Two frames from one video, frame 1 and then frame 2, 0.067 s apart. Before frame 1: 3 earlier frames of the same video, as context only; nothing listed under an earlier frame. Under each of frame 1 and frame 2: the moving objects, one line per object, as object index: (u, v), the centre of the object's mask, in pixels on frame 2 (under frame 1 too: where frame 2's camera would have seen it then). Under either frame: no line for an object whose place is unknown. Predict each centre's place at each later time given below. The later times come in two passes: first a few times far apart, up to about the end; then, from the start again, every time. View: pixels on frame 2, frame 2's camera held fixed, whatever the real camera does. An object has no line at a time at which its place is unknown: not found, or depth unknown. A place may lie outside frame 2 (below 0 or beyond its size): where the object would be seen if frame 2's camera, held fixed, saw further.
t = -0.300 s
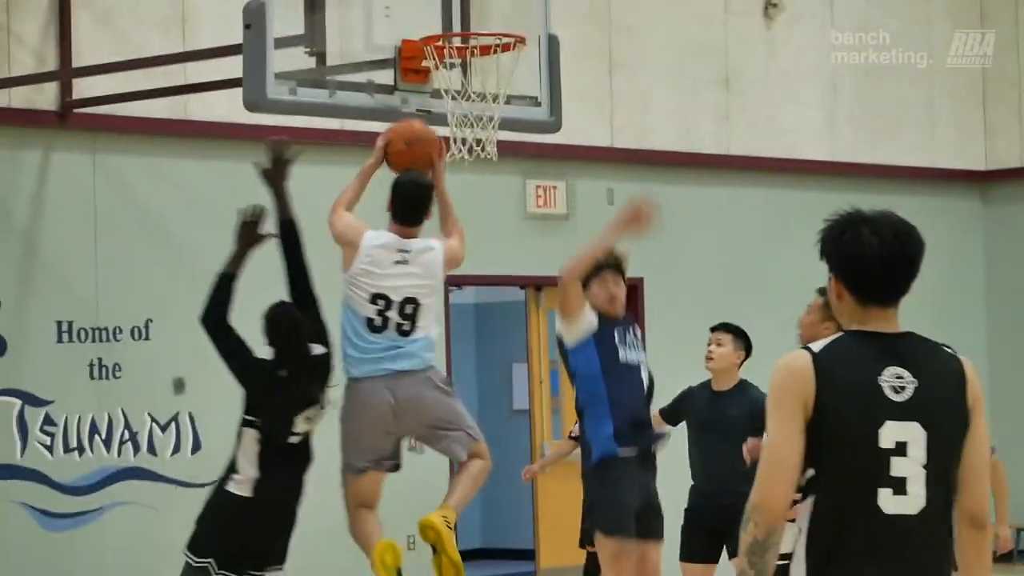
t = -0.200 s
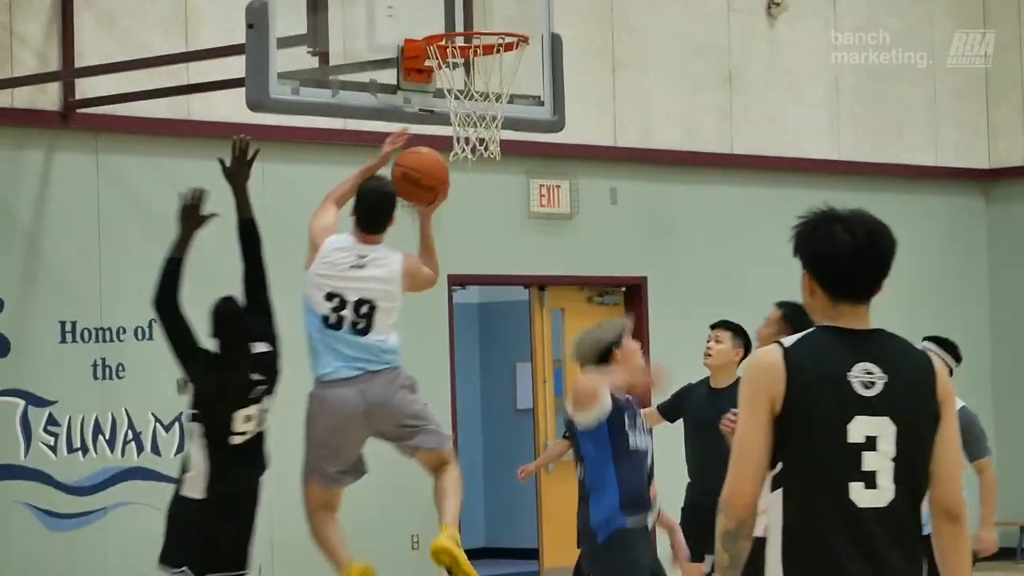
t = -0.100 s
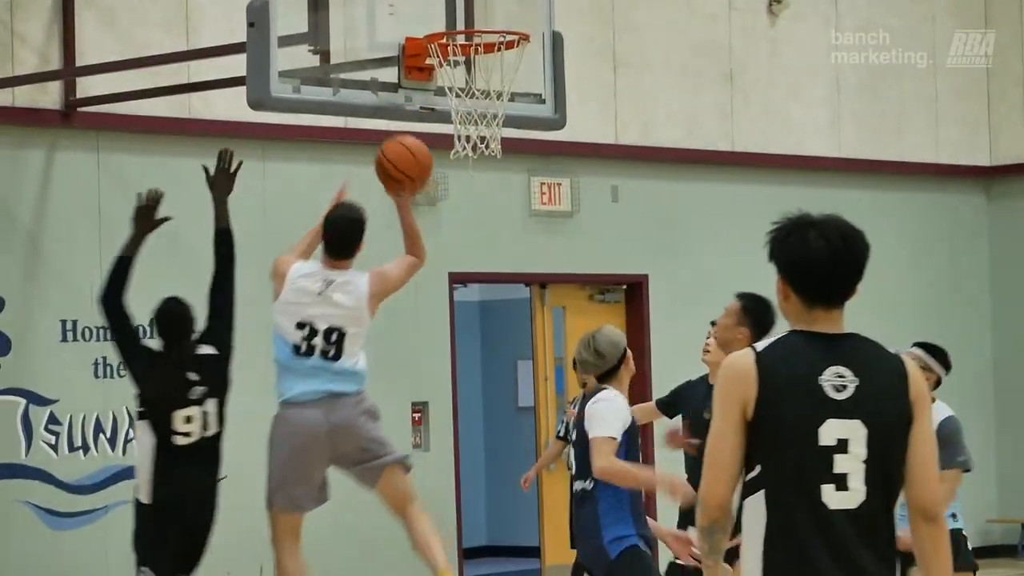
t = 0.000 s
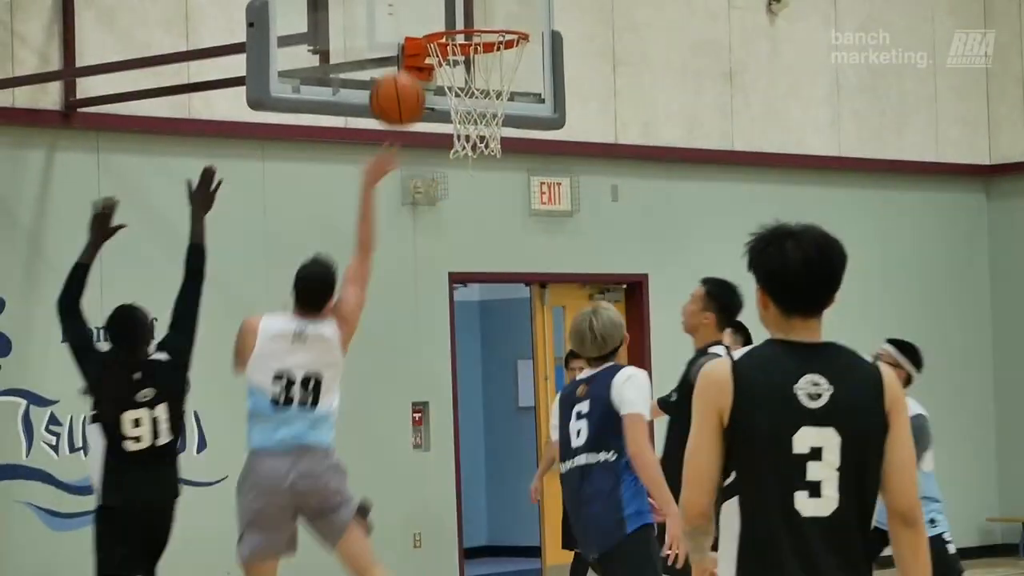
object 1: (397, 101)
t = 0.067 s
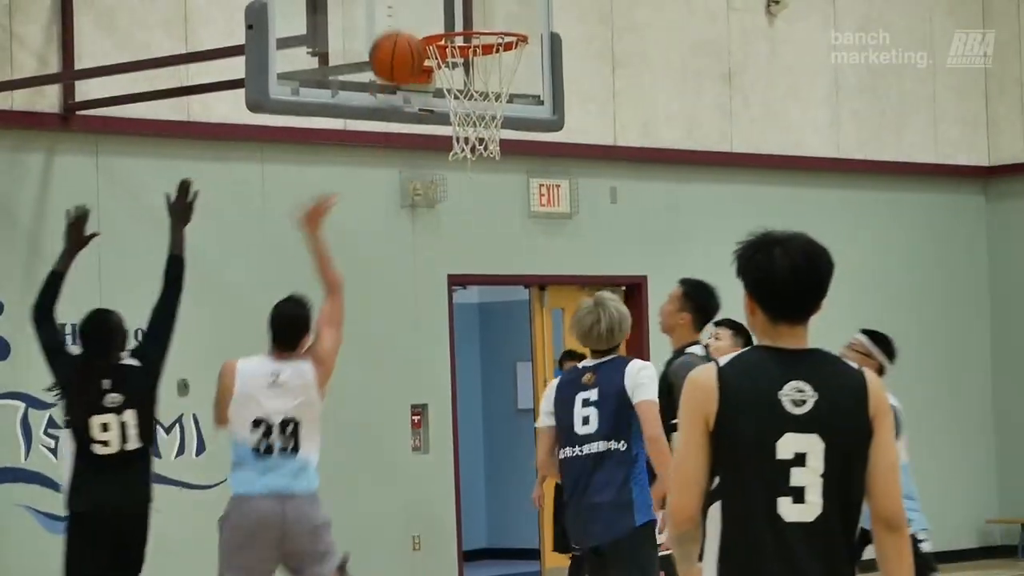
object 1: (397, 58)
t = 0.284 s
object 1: (402, 1)
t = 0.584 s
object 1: (488, 61)
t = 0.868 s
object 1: (514, 146)
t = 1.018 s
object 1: (515, 235)
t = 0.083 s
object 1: (397, 49)
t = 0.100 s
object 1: (398, 40)
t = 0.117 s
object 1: (398, 32)
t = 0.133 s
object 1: (398, 24)
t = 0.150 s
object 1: (399, 19)
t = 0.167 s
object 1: (399, 15)
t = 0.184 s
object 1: (399, 12)
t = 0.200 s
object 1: (400, 9)
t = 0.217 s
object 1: (400, 7)
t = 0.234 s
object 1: (401, 5)
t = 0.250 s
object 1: (401, 3)
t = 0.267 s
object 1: (402, 2)
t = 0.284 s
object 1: (402, 1)
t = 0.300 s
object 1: (403, -1)
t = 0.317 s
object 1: (403, -1)
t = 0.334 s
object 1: (404, -2)
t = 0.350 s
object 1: (405, -2)
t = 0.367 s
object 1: (409, -2)
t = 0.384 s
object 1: (415, -2)
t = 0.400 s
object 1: (421, -1)
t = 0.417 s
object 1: (428, 0)
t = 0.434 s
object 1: (433, 1)
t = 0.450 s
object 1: (439, 3)
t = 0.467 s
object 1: (445, 6)
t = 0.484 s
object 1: (451, 11)
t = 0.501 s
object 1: (457, 15)
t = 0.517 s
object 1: (463, 17)
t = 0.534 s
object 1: (469, 22)
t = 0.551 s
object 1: (475, 42)
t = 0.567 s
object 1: (482, 51)
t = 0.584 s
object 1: (488, 61)
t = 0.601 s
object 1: (495, 68)
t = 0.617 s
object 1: (500, 78)
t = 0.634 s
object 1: (507, 87)
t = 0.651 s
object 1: (510, 93)
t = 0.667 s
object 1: (512, 97)
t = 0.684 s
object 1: (514, 101)
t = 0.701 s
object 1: (515, 104)
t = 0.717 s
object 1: (516, 104)
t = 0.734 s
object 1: (516, 107)
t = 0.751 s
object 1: (515, 110)
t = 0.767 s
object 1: (515, 114)
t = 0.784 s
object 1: (516, 116)
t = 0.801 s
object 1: (515, 120)
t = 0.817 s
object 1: (515, 133)
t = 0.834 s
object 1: (515, 133)
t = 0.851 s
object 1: (514, 139)
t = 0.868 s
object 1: (514, 146)
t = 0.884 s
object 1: (514, 153)
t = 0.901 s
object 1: (514, 163)
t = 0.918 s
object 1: (514, 169)
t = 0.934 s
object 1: (514, 179)
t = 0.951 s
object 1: (514, 190)
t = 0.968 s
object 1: (514, 201)
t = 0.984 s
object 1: (515, 212)
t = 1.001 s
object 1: (514, 224)
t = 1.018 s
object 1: (515, 235)
